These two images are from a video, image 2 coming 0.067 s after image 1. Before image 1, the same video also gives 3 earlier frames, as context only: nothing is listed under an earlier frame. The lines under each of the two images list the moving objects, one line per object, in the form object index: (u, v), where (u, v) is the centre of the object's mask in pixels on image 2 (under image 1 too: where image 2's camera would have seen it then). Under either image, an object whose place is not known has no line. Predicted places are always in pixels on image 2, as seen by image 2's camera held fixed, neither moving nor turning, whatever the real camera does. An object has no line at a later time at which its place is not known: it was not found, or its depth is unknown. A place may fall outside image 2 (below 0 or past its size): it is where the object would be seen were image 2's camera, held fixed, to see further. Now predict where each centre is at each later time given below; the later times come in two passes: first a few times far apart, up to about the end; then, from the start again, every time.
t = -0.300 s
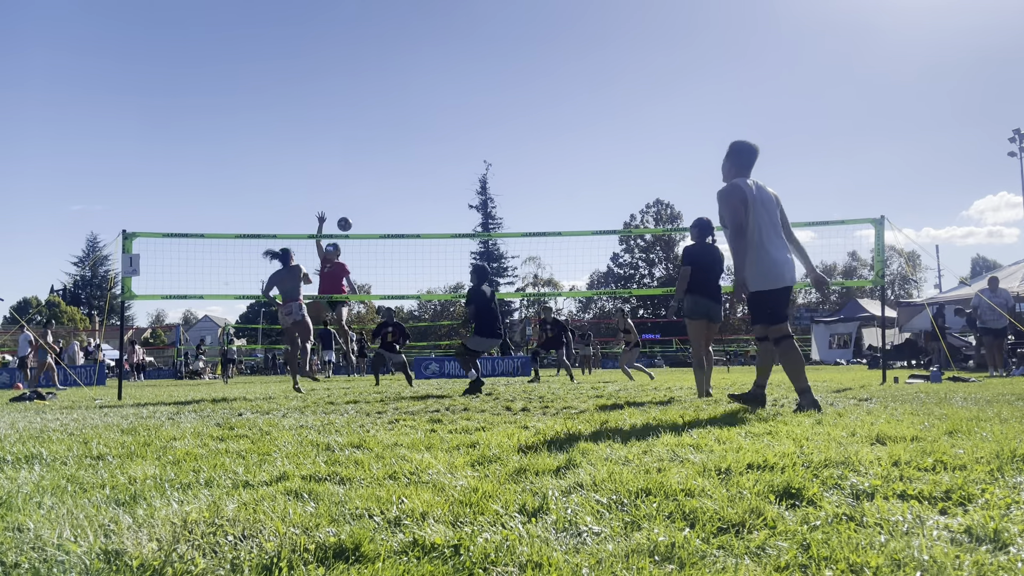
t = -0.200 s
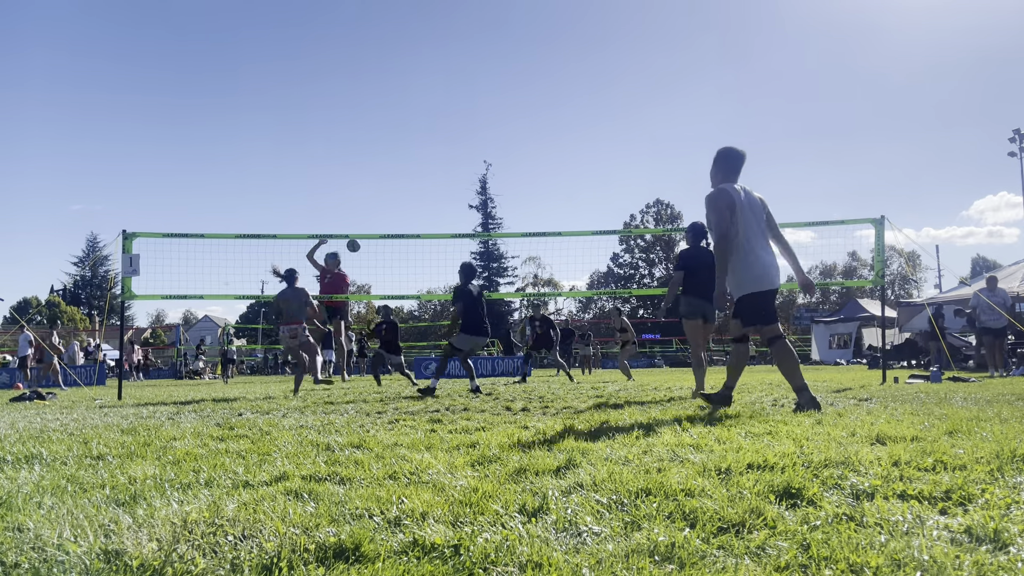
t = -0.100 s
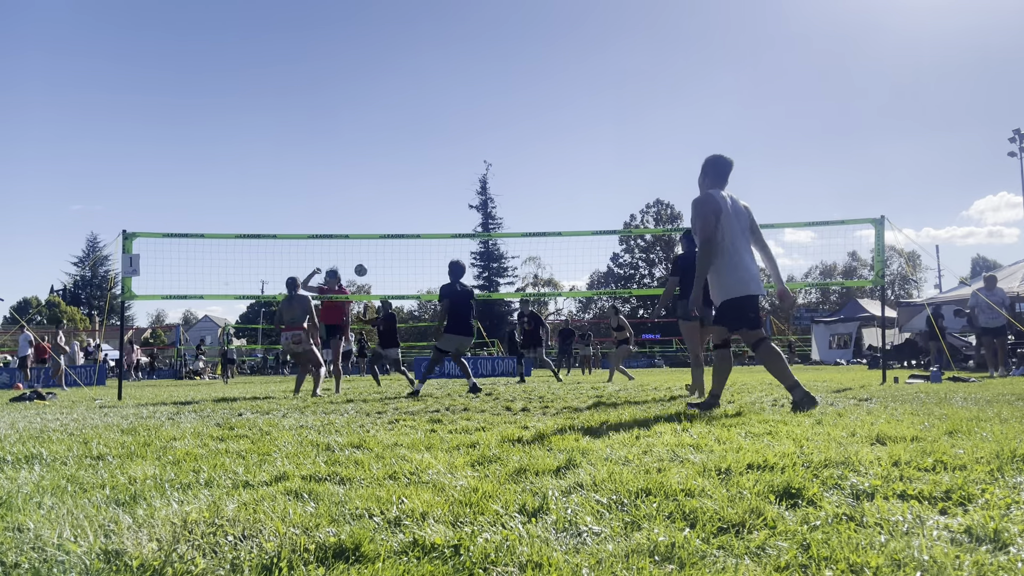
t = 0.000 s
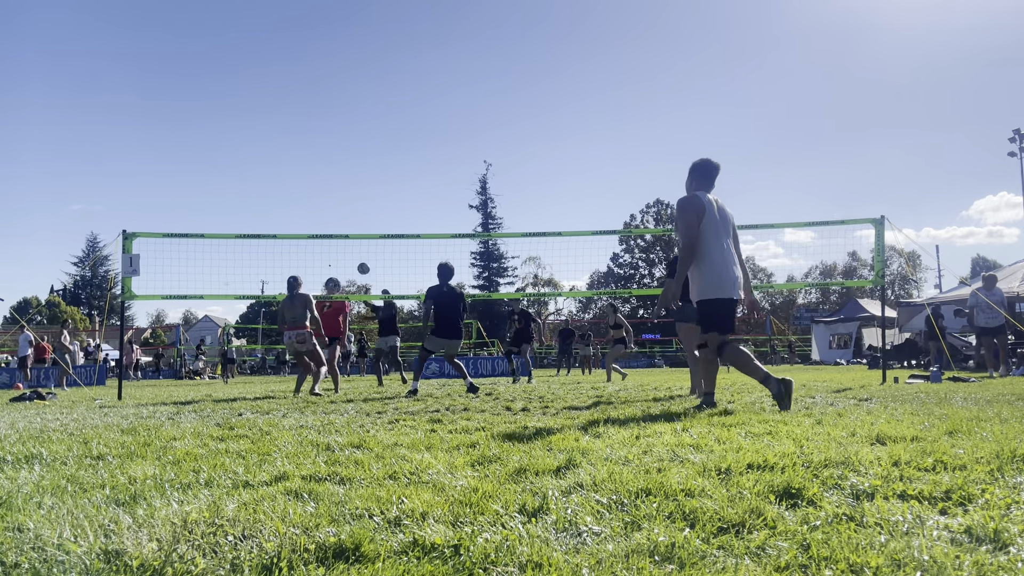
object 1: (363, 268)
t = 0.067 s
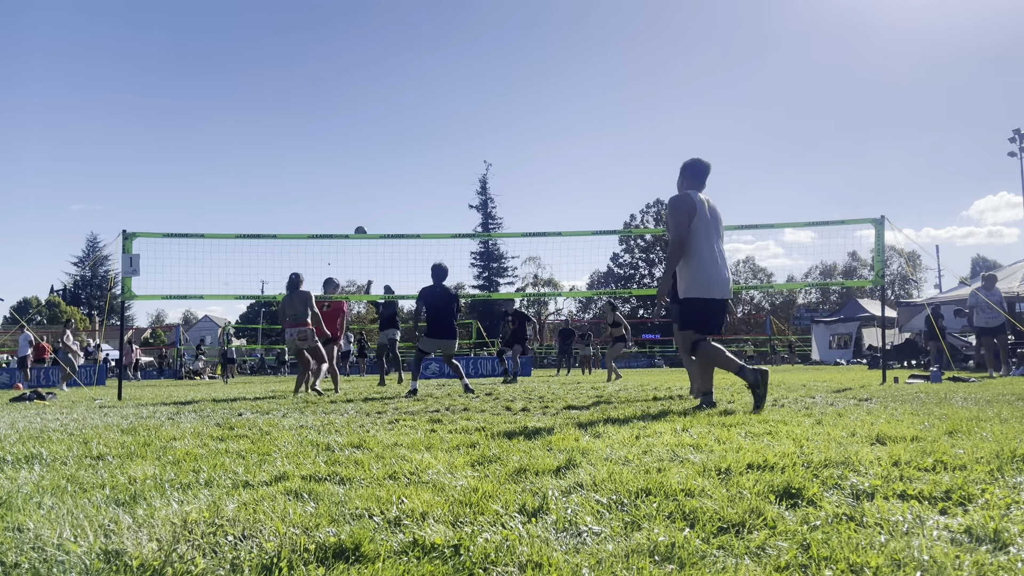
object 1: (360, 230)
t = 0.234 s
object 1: (353, 153)
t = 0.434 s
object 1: (345, 81)
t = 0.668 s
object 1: (335, 26)
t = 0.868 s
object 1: (327, 5)
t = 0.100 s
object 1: (359, 215)
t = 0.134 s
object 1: (357, 199)
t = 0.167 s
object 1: (356, 183)
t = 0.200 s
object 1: (354, 168)
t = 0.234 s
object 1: (353, 153)
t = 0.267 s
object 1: (351, 139)
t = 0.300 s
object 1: (350, 126)
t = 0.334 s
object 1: (349, 114)
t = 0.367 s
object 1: (348, 102)
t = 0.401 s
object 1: (346, 91)
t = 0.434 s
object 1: (345, 81)
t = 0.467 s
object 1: (344, 71)
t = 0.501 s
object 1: (342, 62)
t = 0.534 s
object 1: (341, 54)
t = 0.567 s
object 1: (340, 46)
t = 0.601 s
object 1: (338, 39)
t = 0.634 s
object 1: (337, 32)
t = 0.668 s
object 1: (335, 26)
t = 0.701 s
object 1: (334, 21)
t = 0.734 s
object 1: (333, 16)
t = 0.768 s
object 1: (331, 12)
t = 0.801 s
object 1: (330, 9)
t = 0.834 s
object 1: (328, 6)
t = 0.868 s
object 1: (327, 5)
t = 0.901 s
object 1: (326, 4)
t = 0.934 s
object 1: (324, 4)
